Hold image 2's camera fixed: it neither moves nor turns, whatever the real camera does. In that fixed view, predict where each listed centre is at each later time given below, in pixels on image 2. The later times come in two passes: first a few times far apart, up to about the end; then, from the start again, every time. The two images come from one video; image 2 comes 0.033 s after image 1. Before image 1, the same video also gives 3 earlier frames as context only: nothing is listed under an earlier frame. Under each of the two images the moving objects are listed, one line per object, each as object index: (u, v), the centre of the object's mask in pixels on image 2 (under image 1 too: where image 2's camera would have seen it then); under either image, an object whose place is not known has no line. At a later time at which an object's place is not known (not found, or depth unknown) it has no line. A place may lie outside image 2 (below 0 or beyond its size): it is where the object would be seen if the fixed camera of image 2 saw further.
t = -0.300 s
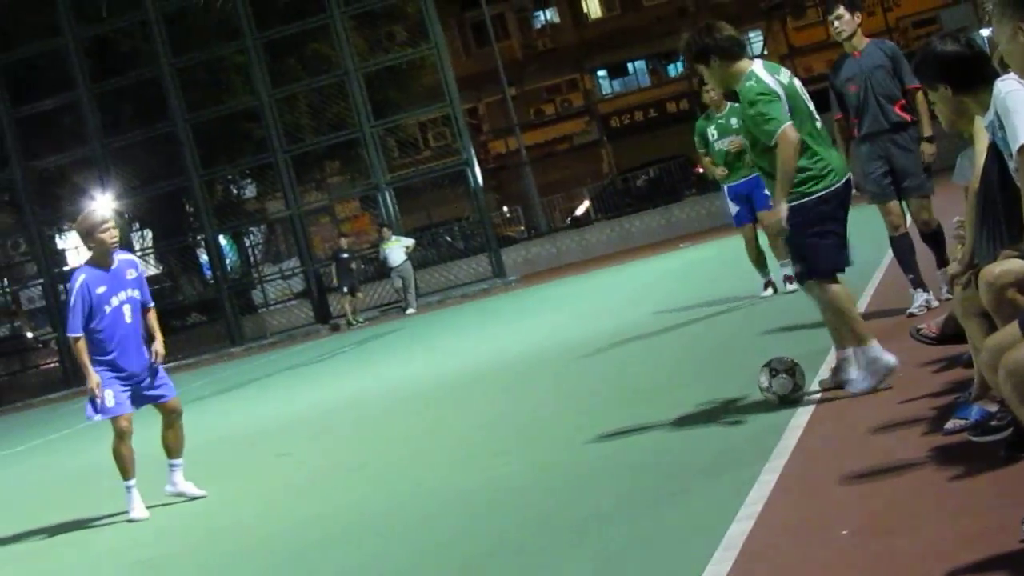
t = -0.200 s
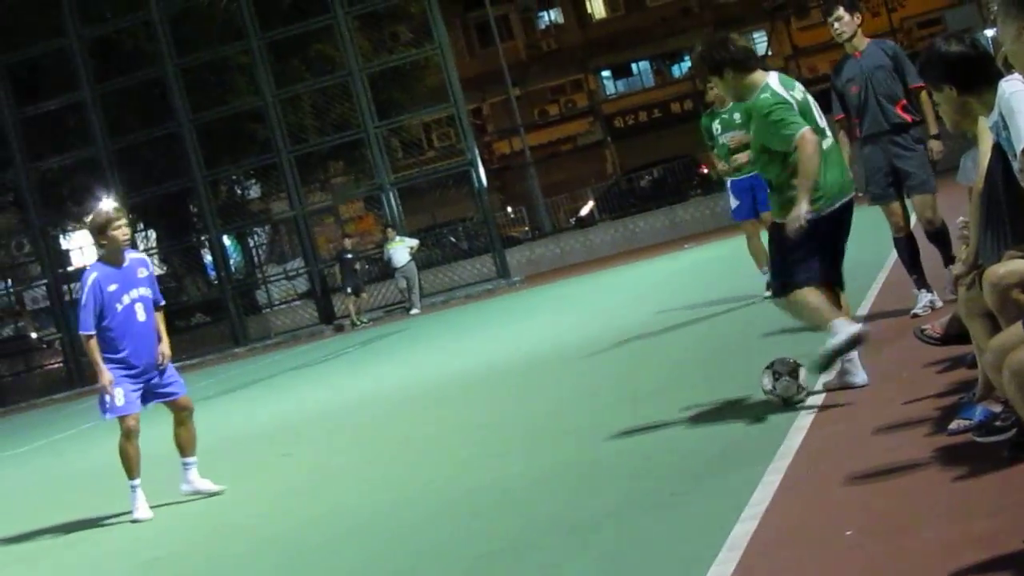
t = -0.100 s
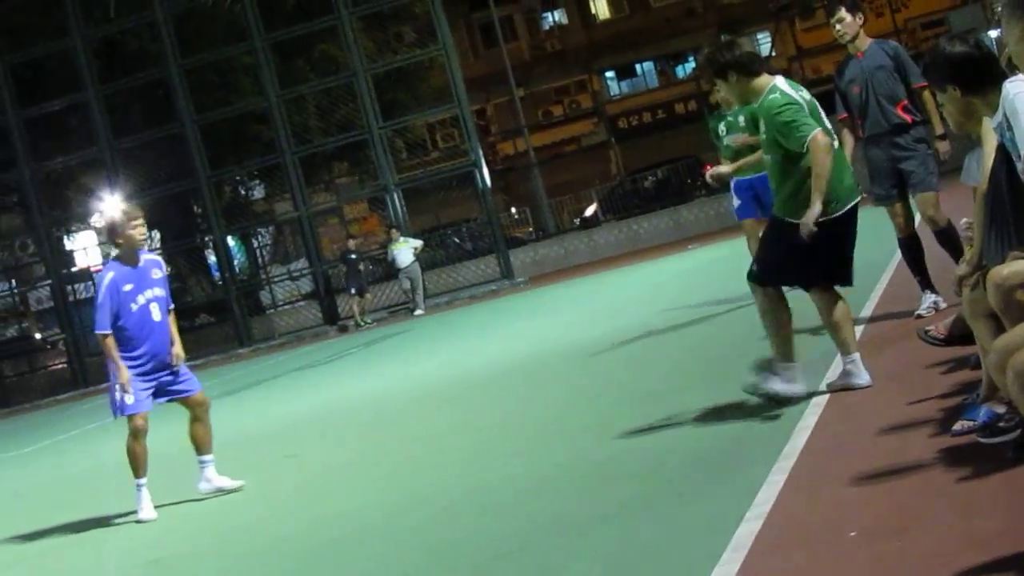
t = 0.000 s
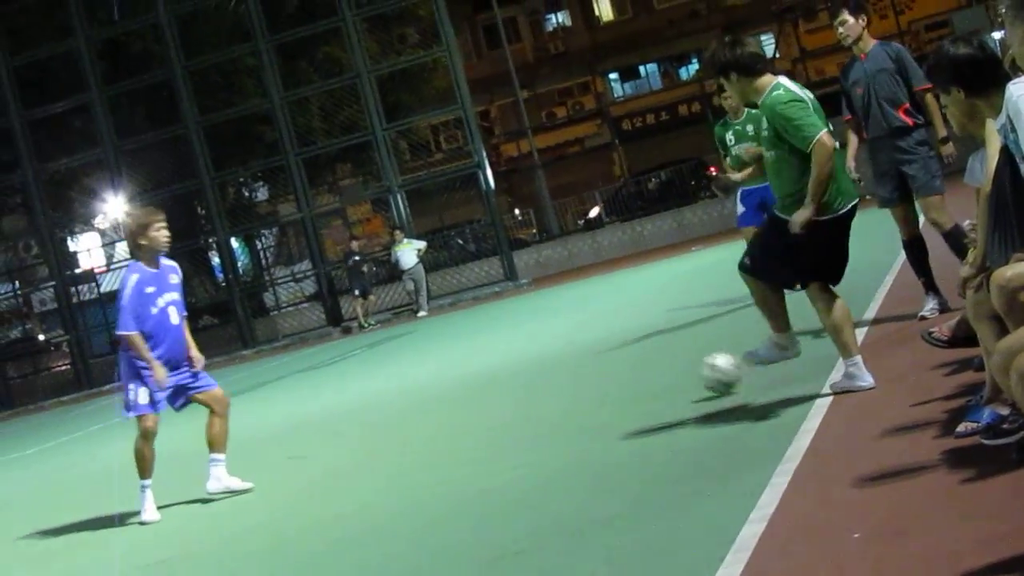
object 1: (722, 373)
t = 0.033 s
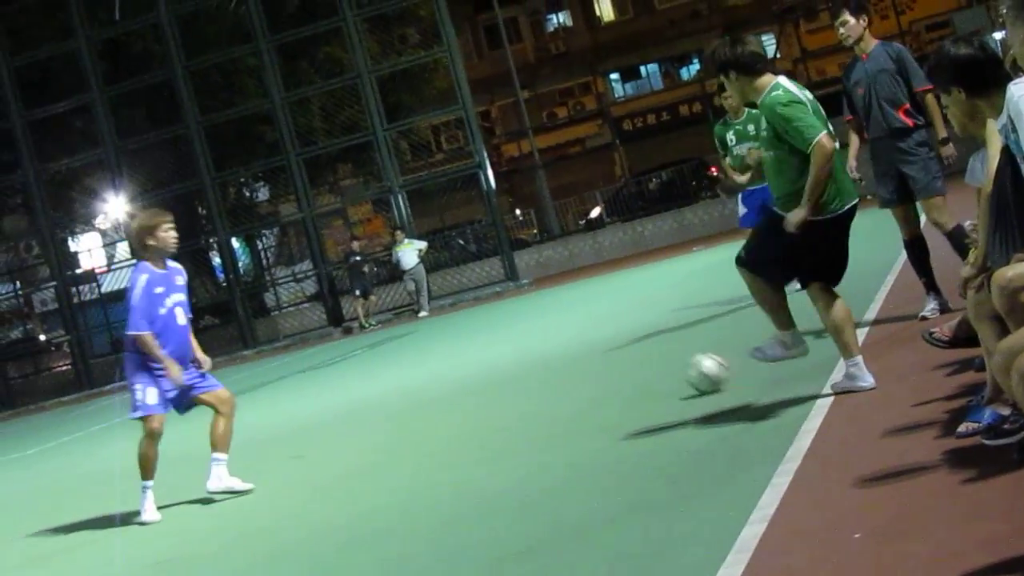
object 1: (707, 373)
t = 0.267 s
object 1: (639, 363)
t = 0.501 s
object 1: (594, 357)
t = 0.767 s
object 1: (555, 349)
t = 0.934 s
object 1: (538, 347)
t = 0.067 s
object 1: (693, 369)
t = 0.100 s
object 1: (682, 367)
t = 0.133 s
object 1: (672, 366)
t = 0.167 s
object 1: (662, 366)
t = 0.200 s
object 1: (653, 363)
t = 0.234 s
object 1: (647, 363)
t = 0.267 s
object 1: (639, 363)
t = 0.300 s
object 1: (631, 361)
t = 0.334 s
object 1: (625, 360)
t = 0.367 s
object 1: (618, 360)
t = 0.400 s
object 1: (611, 359)
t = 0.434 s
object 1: (605, 358)
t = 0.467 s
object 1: (600, 358)
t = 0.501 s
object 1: (594, 357)
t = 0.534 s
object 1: (588, 356)
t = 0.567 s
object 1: (583, 356)
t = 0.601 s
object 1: (578, 355)
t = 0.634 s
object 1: (573, 353)
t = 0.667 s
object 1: (568, 353)
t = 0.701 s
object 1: (564, 353)
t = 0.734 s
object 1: (560, 351)
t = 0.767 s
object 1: (555, 349)
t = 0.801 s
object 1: (551, 348)
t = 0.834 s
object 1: (548, 349)
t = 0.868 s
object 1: (545, 349)
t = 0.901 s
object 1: (541, 348)
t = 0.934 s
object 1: (538, 347)
